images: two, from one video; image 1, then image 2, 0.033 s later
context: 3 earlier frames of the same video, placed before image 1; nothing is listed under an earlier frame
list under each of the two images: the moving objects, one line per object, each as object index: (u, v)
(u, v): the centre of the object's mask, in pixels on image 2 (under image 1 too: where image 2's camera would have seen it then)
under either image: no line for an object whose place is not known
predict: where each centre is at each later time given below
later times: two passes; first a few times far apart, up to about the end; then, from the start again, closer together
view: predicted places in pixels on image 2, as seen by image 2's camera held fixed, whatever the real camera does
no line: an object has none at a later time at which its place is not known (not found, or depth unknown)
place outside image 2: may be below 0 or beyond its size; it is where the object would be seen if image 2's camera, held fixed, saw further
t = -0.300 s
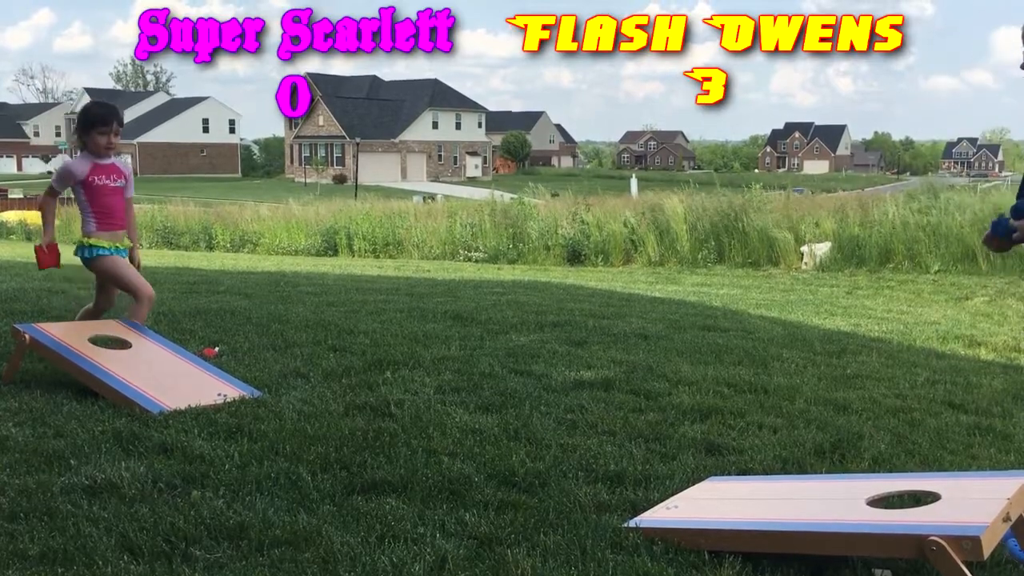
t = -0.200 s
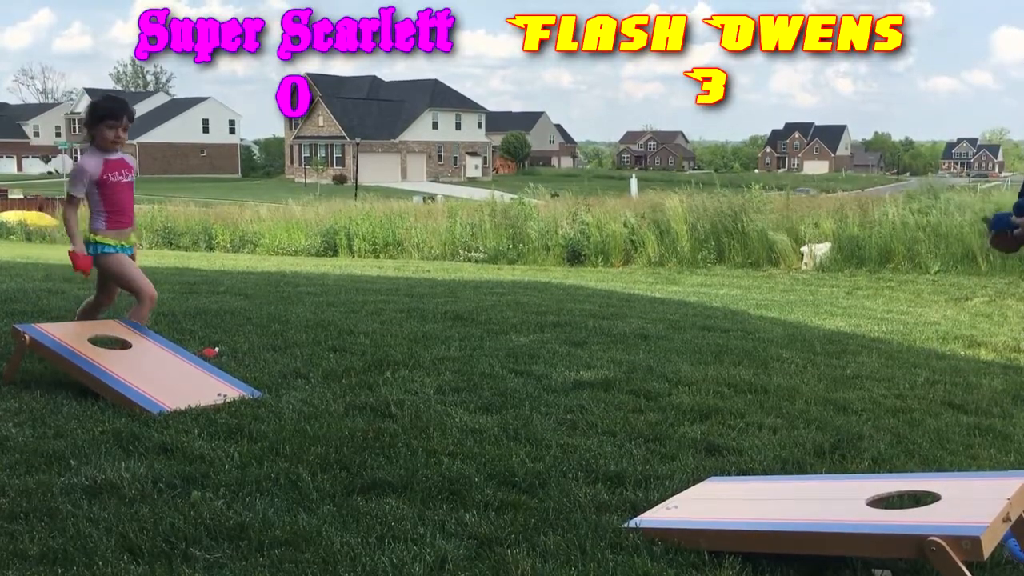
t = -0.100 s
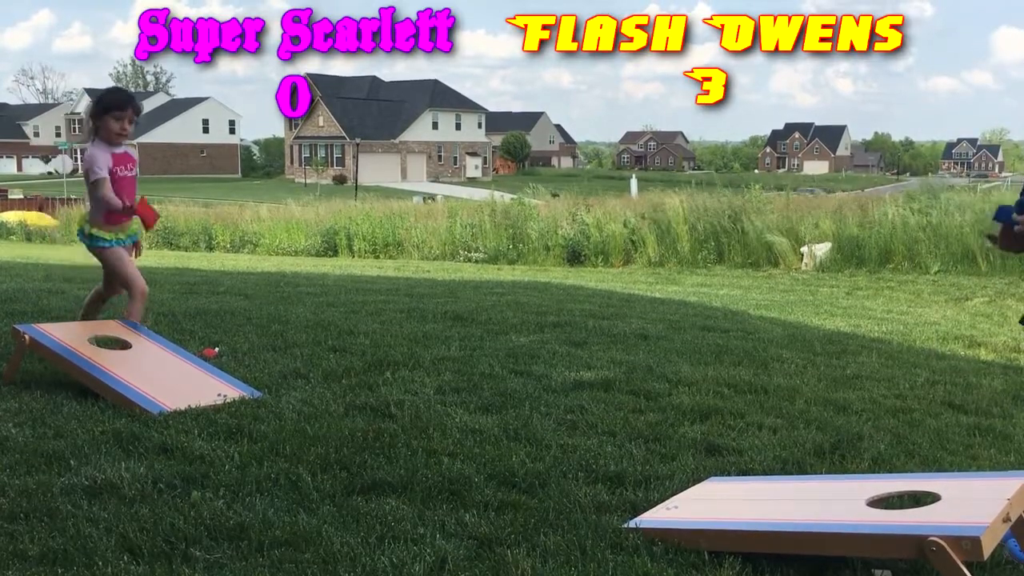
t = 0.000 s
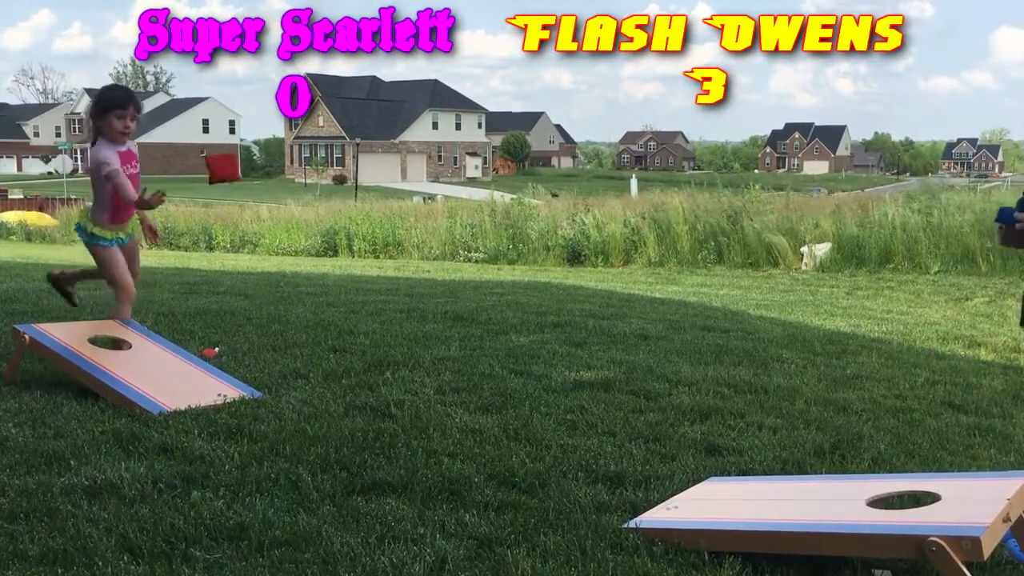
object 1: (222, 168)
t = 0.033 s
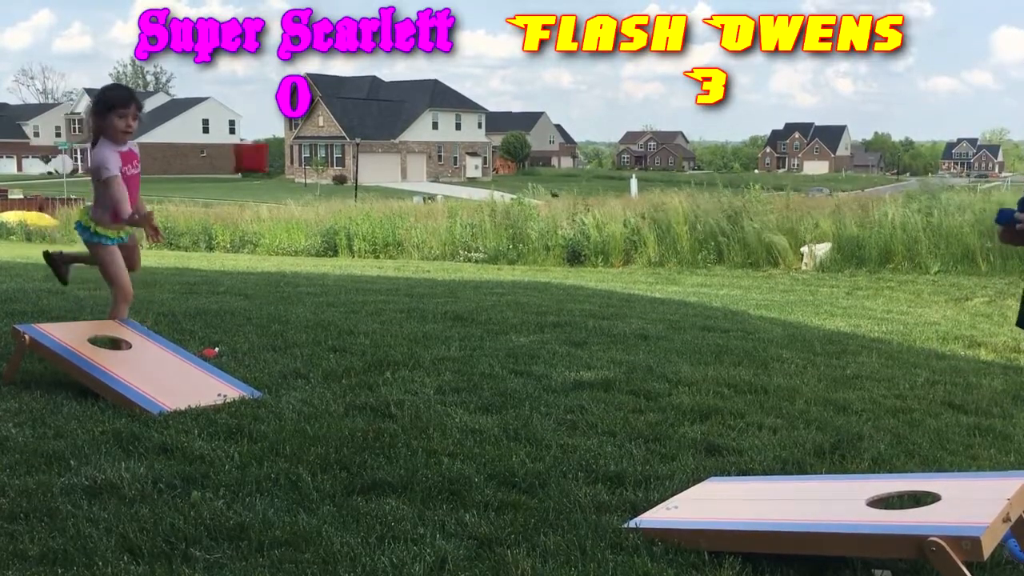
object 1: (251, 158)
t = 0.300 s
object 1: (532, 222)
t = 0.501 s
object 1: (811, 493)
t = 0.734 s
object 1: (917, 504)
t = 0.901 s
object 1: (910, 501)
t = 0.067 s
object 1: (279, 152)
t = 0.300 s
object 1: (532, 222)
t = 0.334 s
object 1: (575, 253)
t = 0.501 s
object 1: (811, 493)
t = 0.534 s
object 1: (840, 503)
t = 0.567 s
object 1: (862, 503)
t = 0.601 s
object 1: (883, 506)
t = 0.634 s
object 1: (898, 507)
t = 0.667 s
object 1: (907, 506)
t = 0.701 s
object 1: (914, 505)
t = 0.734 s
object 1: (917, 504)
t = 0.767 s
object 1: (917, 502)
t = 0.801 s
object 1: (916, 502)
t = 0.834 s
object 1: (915, 501)
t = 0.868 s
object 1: (913, 500)
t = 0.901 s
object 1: (910, 501)
